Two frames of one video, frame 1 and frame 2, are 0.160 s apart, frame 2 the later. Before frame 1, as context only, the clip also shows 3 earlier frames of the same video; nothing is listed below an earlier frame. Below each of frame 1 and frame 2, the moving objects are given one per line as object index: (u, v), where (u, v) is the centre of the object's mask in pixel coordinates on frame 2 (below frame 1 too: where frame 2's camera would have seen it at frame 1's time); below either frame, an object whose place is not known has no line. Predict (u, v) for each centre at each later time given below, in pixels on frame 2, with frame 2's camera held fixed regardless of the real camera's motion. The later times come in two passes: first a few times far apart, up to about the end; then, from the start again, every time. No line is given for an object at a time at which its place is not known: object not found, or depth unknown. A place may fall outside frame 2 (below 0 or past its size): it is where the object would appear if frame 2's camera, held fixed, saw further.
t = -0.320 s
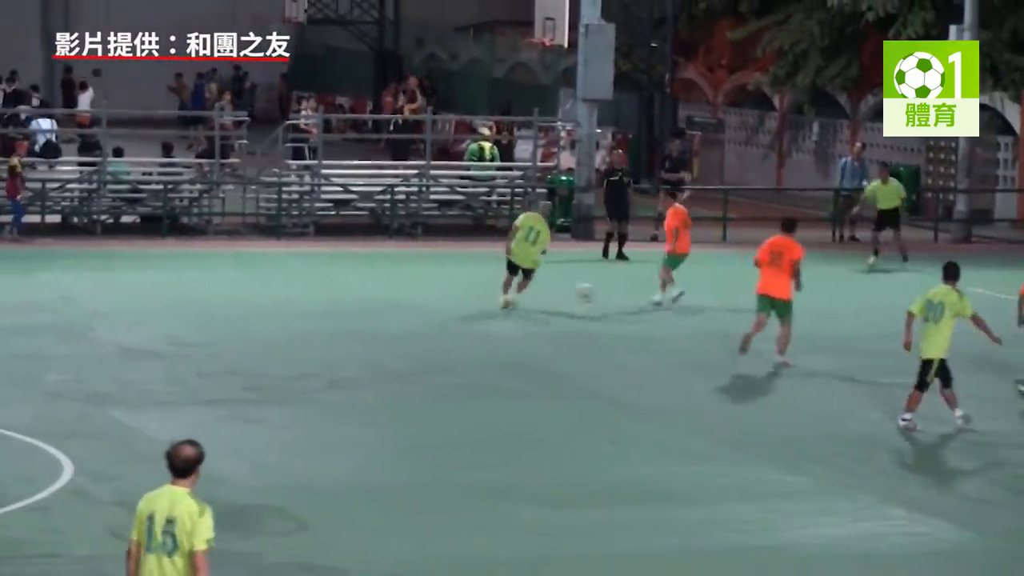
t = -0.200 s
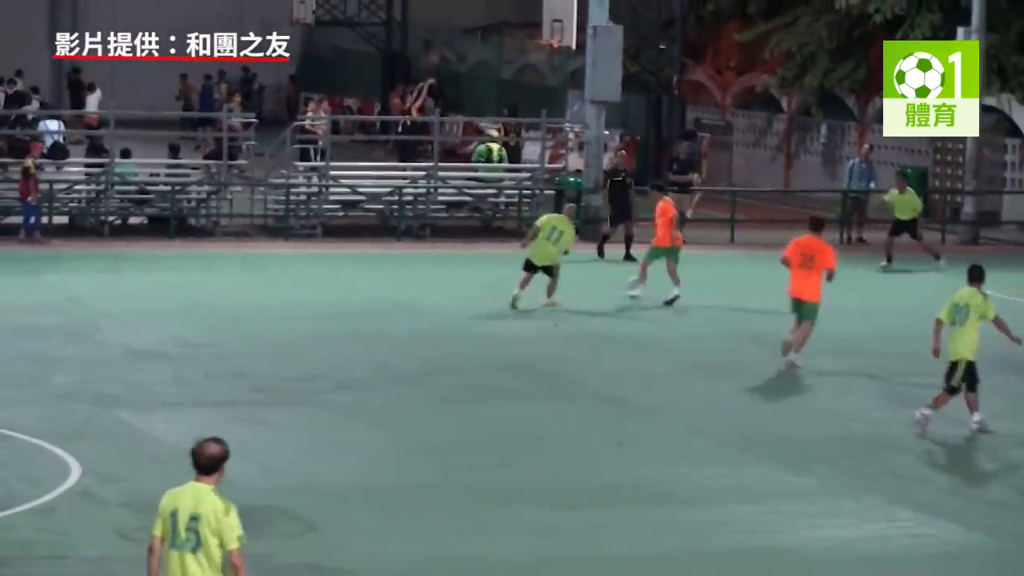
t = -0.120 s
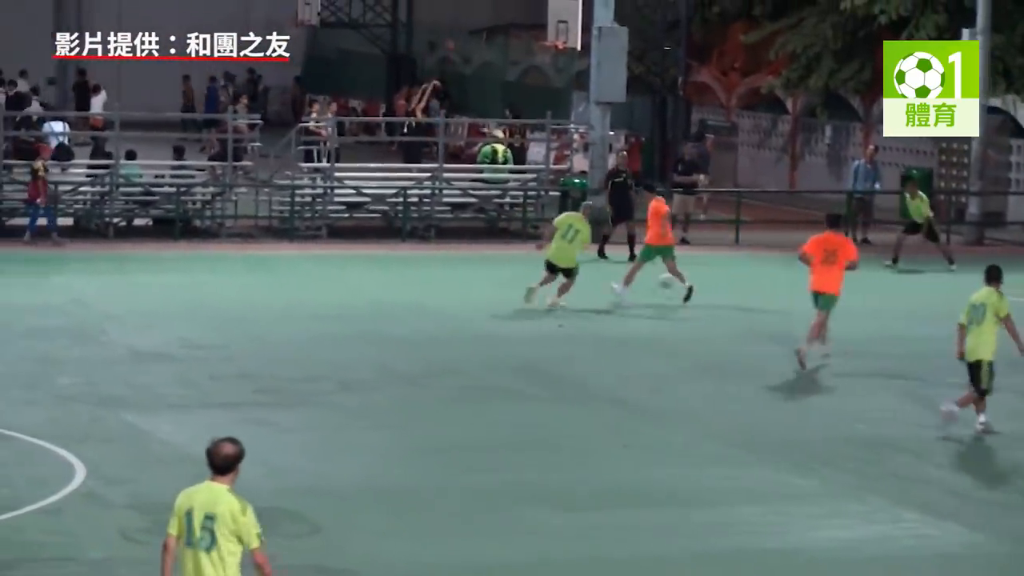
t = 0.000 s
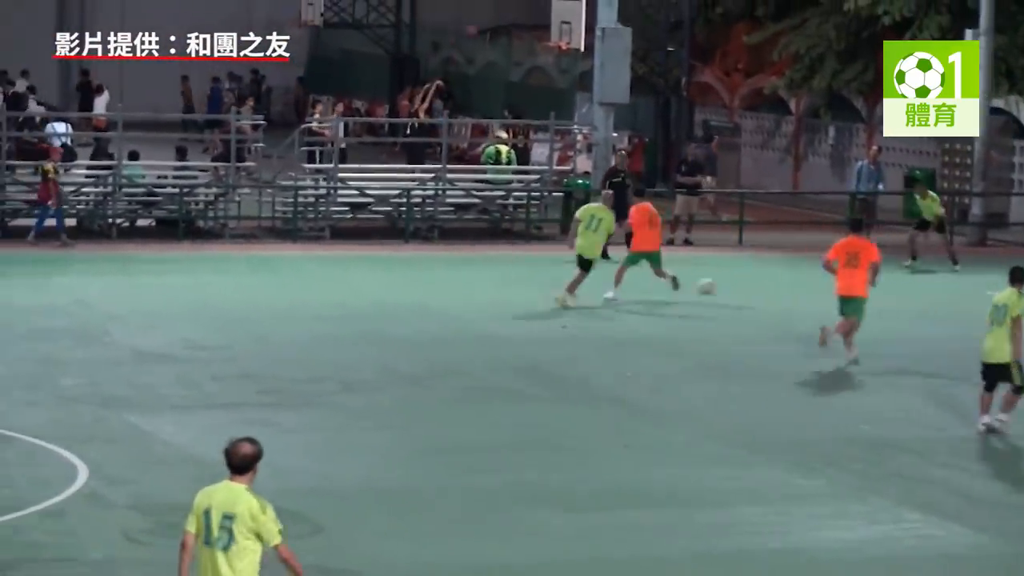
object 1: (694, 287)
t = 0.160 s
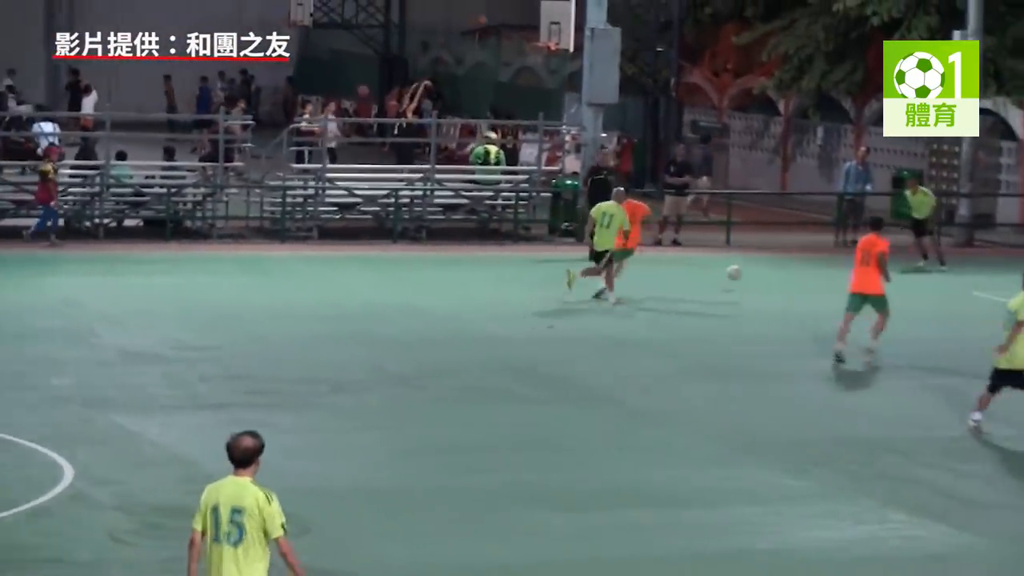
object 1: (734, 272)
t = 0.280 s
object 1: (762, 275)
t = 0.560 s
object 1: (825, 272)
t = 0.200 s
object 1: (743, 272)
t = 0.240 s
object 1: (753, 273)
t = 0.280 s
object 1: (762, 275)
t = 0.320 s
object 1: (771, 279)
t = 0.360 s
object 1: (781, 276)
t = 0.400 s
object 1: (790, 273)
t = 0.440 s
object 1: (800, 271)
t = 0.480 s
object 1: (809, 271)
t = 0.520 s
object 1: (817, 272)
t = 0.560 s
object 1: (825, 272)
